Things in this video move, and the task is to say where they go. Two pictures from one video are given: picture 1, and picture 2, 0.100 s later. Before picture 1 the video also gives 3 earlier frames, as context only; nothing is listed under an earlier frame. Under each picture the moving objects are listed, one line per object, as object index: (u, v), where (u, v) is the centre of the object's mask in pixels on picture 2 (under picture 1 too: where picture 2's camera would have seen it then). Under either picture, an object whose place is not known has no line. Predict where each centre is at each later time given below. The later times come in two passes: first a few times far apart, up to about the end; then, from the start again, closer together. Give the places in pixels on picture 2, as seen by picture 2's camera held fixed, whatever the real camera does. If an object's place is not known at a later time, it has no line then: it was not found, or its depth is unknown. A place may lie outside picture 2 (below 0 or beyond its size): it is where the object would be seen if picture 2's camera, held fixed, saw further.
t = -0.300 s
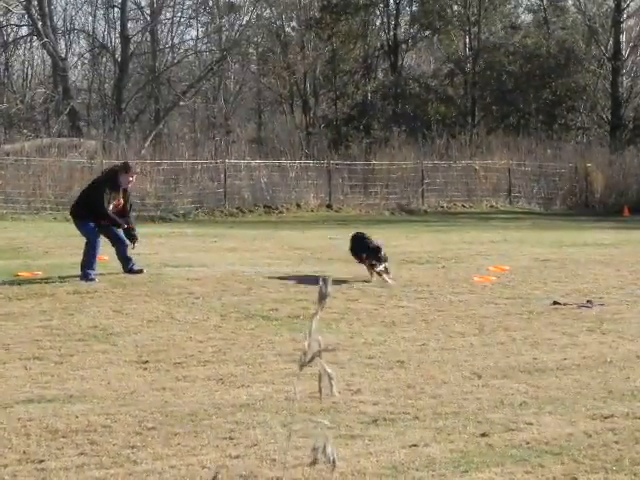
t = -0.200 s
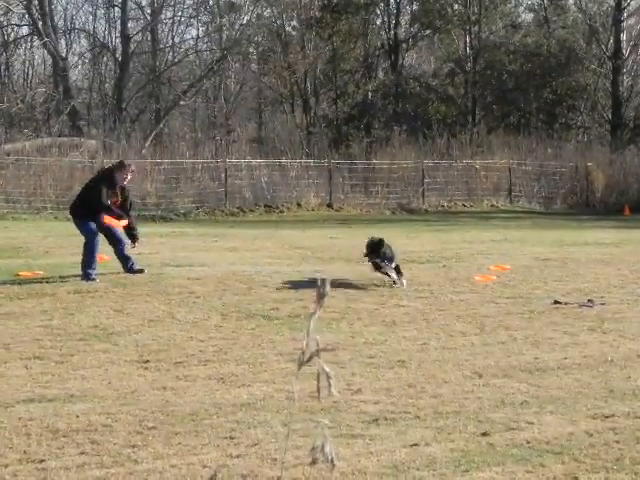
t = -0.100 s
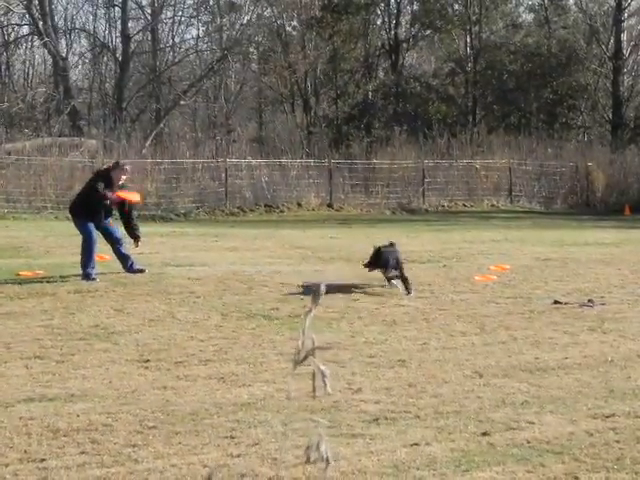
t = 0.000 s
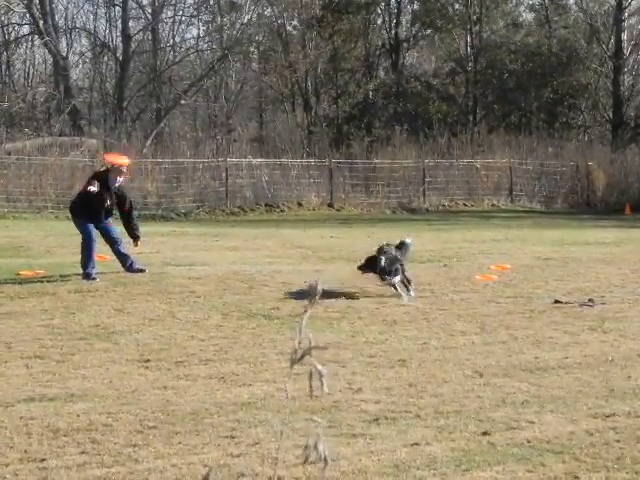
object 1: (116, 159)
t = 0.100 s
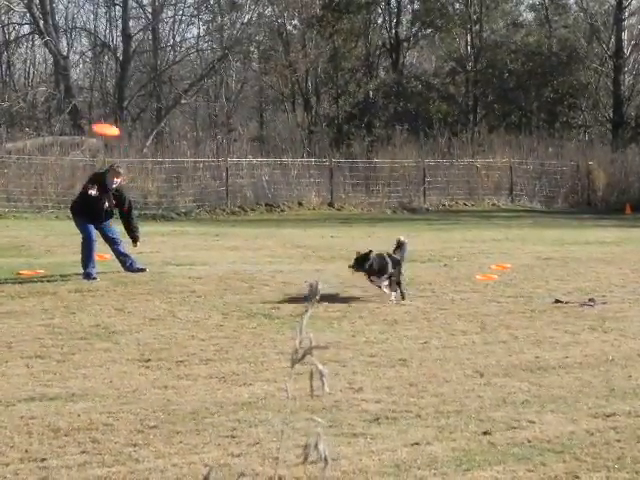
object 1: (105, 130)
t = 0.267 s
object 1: (87, 86)
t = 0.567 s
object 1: (61, 28)
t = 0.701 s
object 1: (53, 7)
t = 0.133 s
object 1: (101, 120)
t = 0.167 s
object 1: (98, 112)
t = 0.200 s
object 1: (94, 103)
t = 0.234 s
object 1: (91, 95)
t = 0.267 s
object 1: (87, 86)
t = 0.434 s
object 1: (72, 51)
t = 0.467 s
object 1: (68, 45)
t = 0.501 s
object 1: (65, 39)
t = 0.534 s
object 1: (63, 34)
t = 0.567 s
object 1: (61, 28)
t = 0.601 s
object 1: (59, 23)
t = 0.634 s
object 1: (57, 16)
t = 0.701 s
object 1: (53, 7)
